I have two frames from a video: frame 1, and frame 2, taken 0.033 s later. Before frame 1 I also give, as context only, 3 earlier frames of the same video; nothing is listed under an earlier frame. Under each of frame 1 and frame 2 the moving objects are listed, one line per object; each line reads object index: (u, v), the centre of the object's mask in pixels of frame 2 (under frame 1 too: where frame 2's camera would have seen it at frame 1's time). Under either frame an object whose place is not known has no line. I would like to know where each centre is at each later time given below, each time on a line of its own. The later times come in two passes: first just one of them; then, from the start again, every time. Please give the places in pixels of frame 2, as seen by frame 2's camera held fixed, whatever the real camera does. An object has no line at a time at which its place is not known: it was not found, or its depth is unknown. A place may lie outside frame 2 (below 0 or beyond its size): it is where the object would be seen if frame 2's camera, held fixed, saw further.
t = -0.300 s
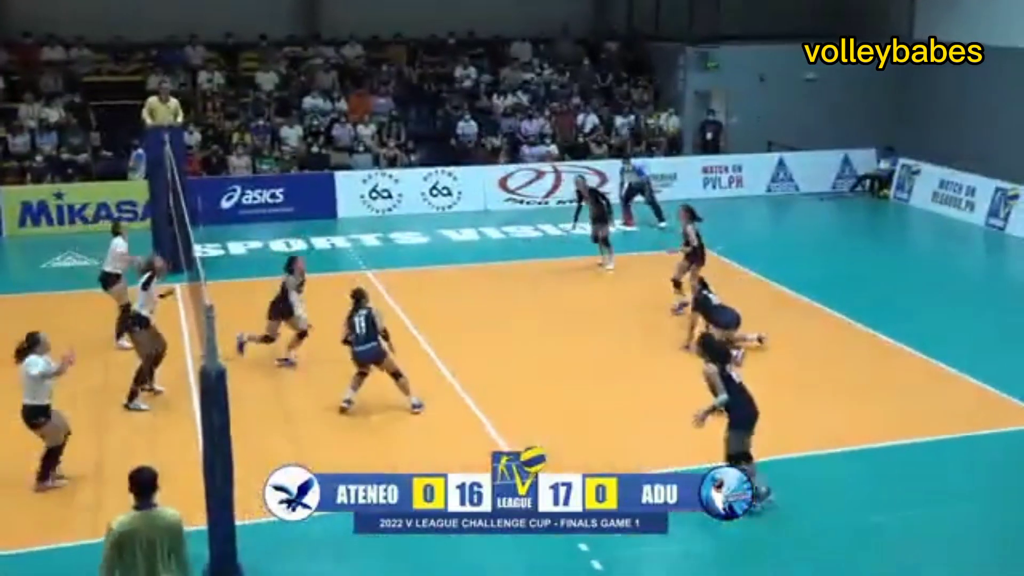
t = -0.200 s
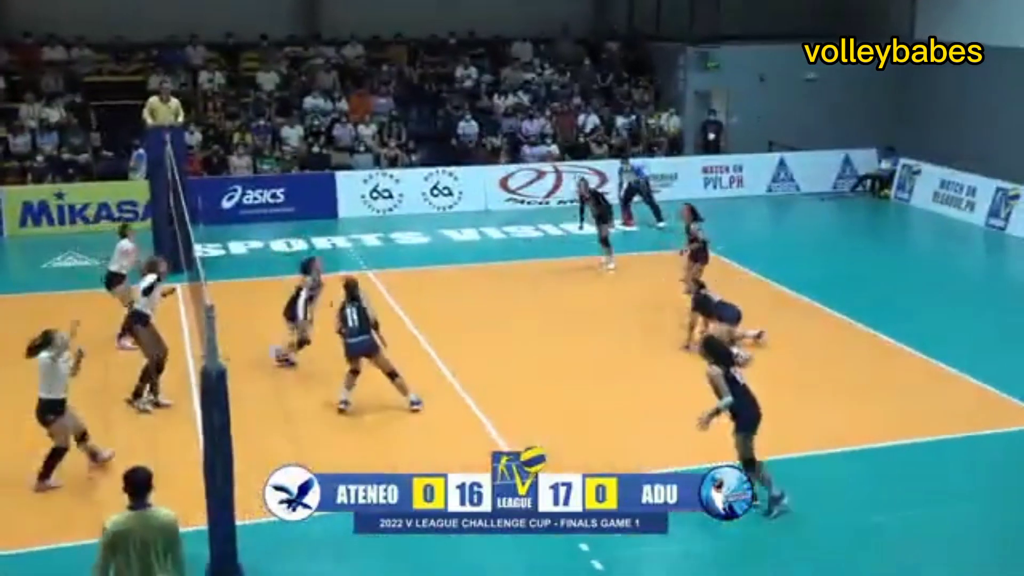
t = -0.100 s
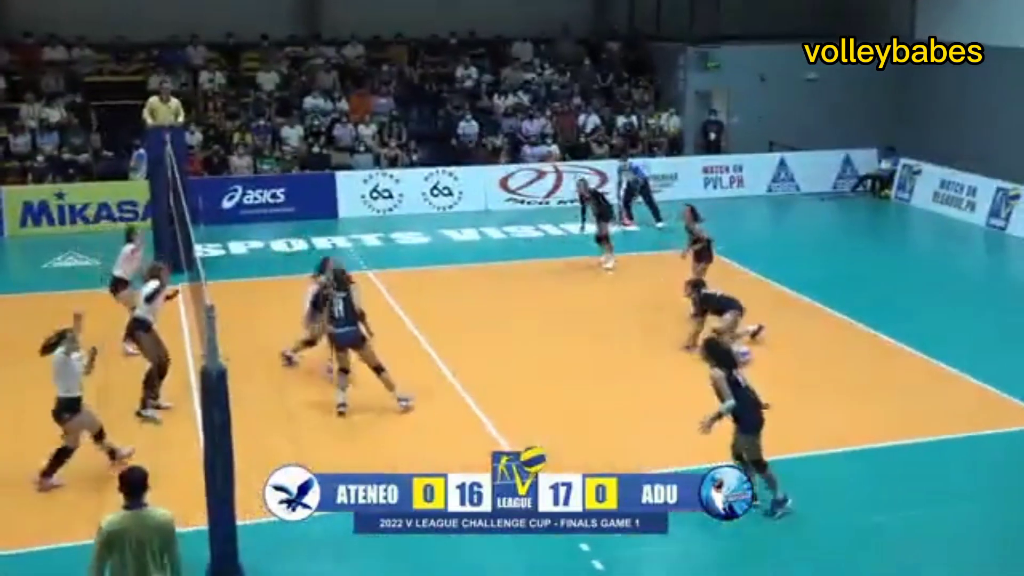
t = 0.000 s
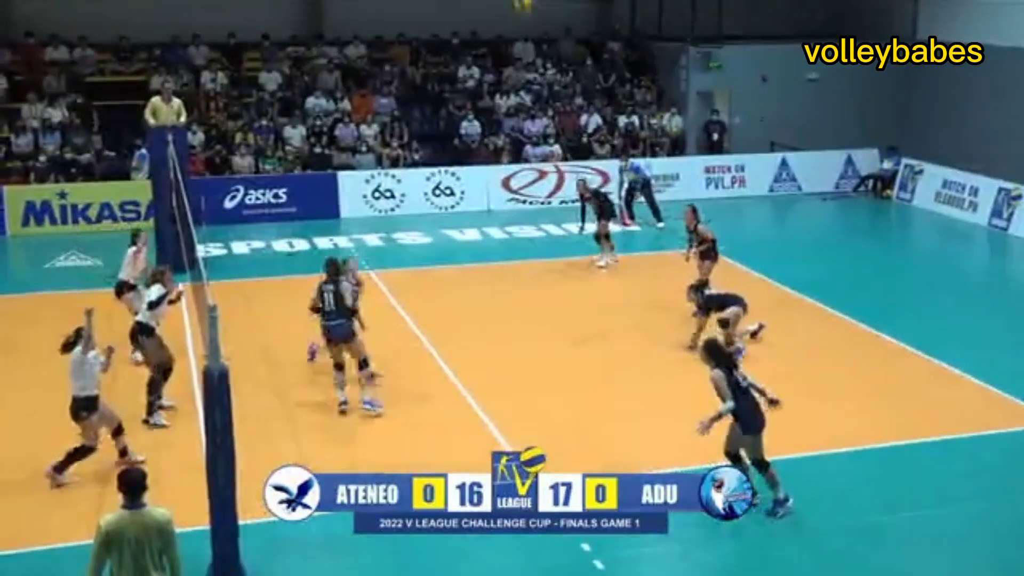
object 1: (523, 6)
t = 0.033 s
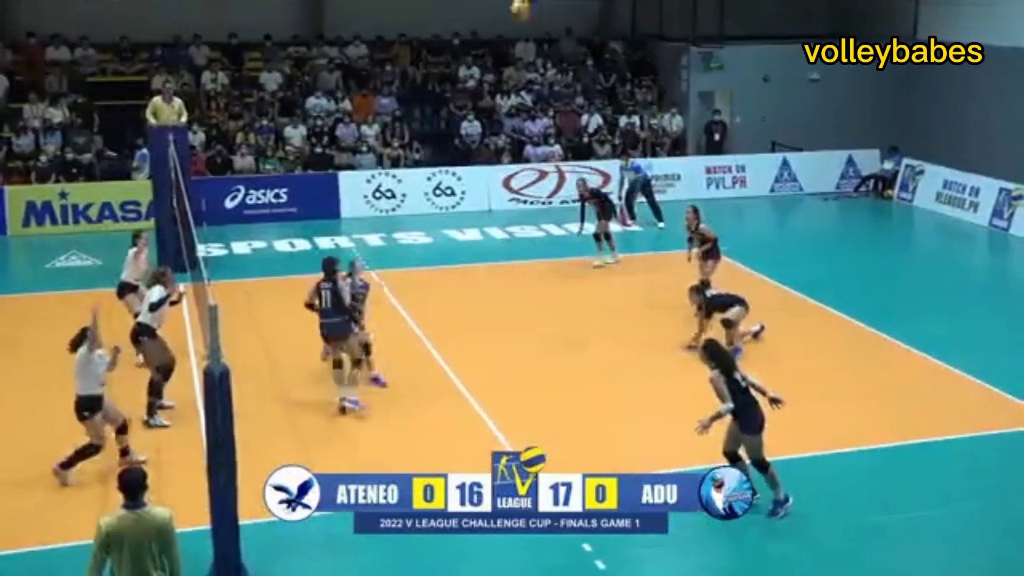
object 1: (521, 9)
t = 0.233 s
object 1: (485, 74)
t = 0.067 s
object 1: (514, 18)
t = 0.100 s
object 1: (507, 27)
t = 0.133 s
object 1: (500, 38)
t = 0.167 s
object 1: (495, 51)
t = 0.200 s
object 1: (490, 61)
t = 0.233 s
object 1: (485, 74)
